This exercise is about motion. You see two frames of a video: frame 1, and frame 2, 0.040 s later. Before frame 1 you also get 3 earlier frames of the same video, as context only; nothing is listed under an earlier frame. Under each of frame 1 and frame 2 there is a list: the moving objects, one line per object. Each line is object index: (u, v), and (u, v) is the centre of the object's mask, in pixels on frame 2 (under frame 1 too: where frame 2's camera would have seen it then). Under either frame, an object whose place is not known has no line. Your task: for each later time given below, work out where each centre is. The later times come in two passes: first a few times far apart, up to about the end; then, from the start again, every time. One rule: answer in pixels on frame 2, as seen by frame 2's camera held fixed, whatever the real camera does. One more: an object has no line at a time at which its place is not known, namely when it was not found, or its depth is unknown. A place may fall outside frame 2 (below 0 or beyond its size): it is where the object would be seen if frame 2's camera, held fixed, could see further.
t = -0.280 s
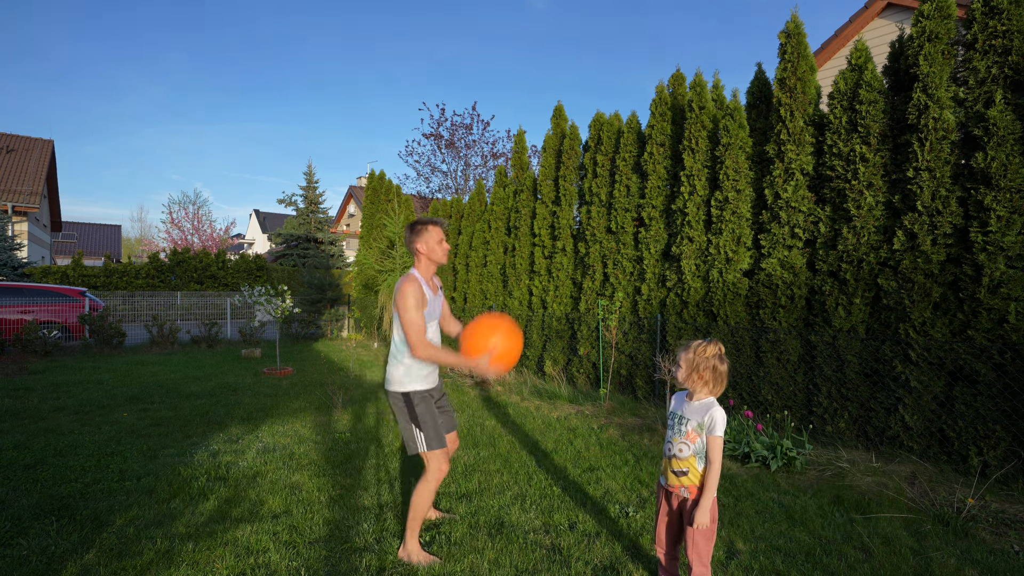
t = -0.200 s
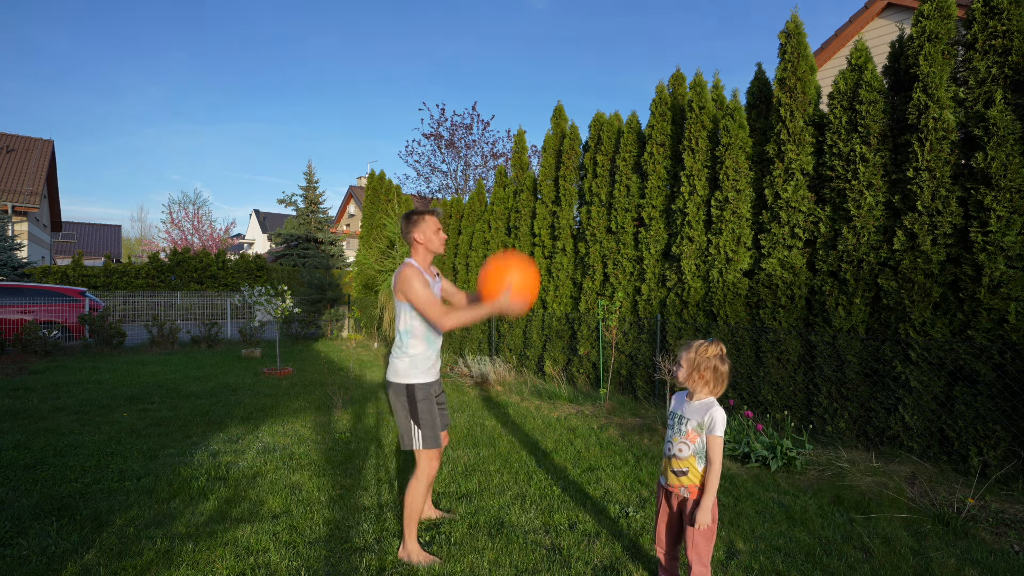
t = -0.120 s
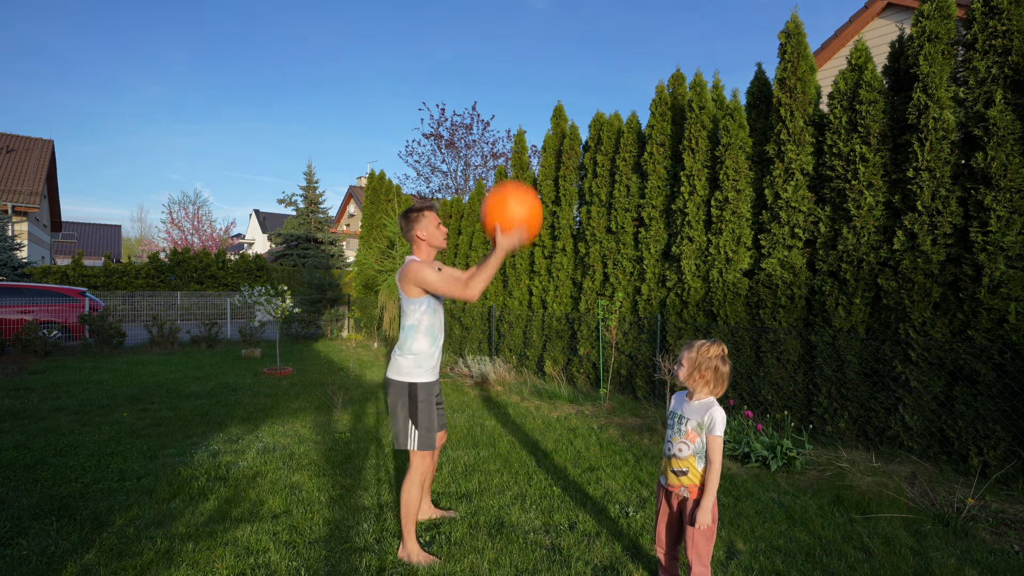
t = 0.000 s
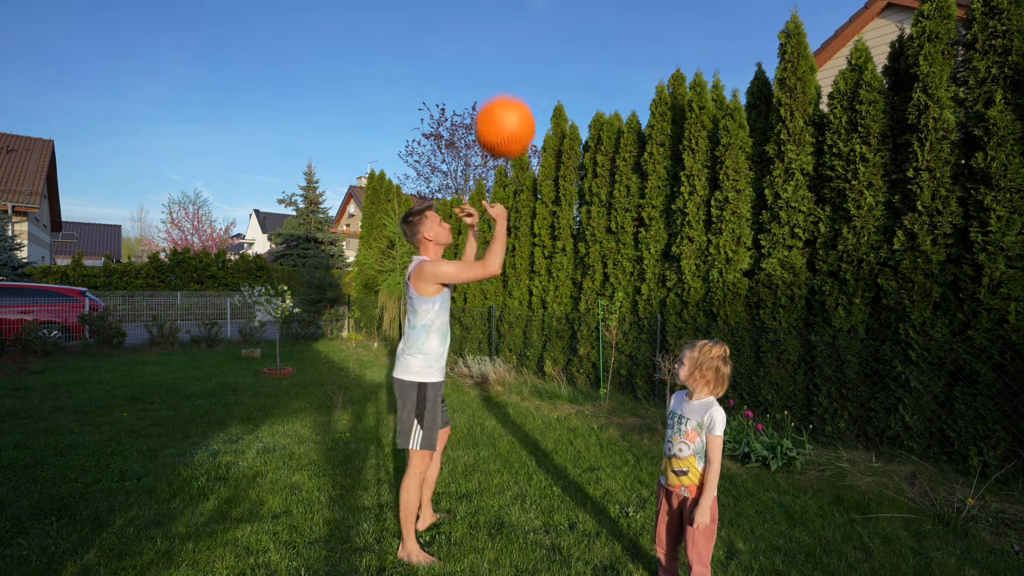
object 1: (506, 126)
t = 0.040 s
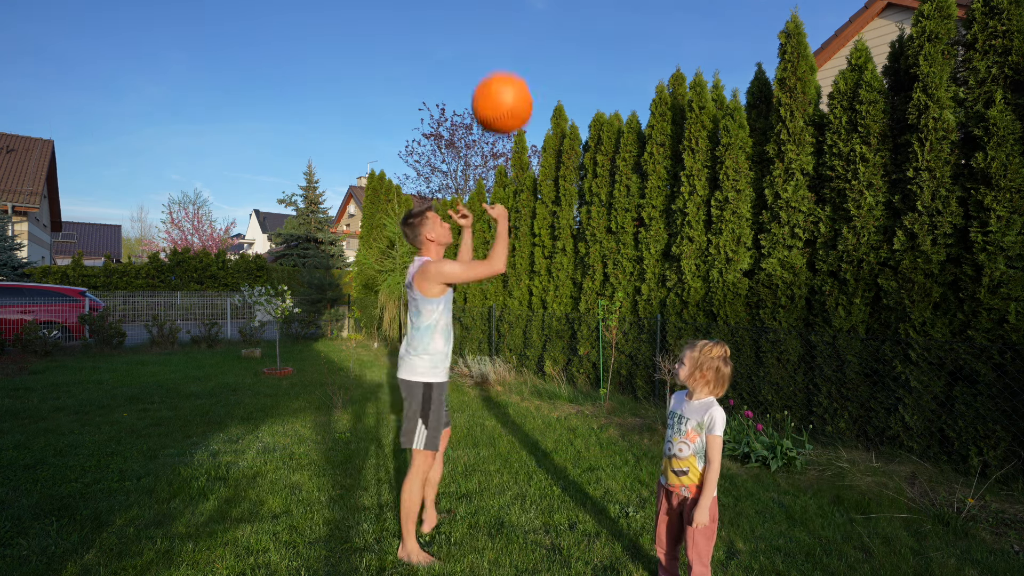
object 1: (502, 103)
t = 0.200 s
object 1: (492, 39)
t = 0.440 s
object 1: (476, 28)
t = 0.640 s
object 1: (462, 89)
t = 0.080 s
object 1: (500, 82)
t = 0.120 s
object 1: (497, 65)
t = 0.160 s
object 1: (495, 51)
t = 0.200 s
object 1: (492, 39)
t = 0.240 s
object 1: (489, 31)
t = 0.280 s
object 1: (487, 26)
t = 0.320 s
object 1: (484, 24)
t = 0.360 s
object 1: (482, 24)
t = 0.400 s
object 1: (479, 25)
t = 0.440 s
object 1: (476, 28)
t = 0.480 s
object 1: (474, 32)
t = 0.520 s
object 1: (471, 42)
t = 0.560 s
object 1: (468, 55)
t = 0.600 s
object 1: (465, 70)
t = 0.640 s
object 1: (462, 89)
